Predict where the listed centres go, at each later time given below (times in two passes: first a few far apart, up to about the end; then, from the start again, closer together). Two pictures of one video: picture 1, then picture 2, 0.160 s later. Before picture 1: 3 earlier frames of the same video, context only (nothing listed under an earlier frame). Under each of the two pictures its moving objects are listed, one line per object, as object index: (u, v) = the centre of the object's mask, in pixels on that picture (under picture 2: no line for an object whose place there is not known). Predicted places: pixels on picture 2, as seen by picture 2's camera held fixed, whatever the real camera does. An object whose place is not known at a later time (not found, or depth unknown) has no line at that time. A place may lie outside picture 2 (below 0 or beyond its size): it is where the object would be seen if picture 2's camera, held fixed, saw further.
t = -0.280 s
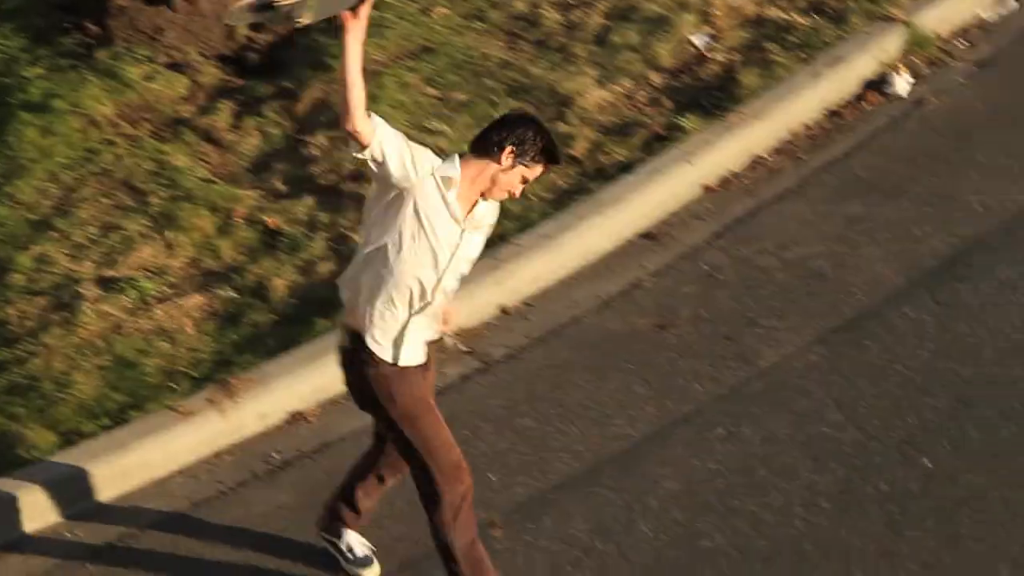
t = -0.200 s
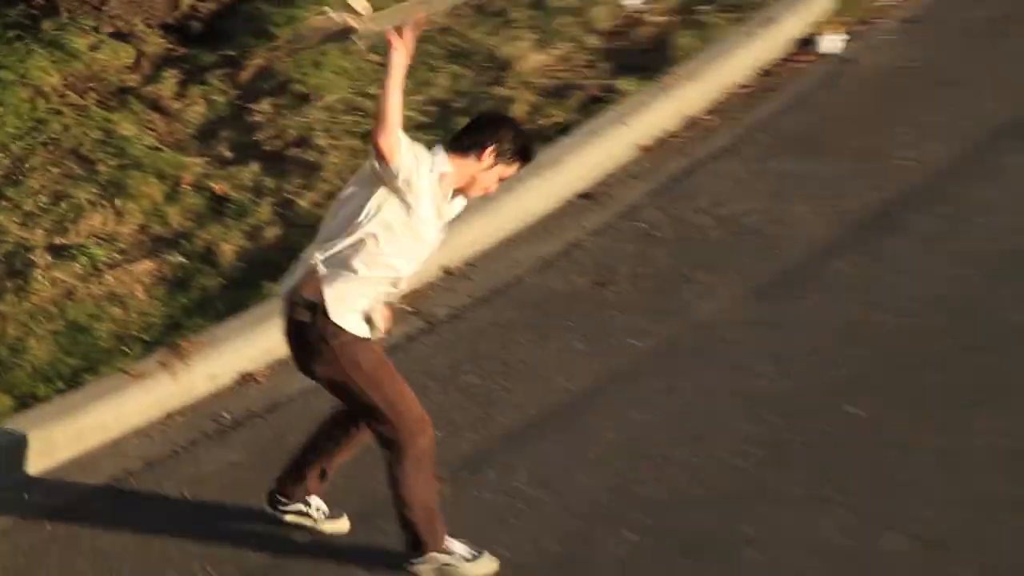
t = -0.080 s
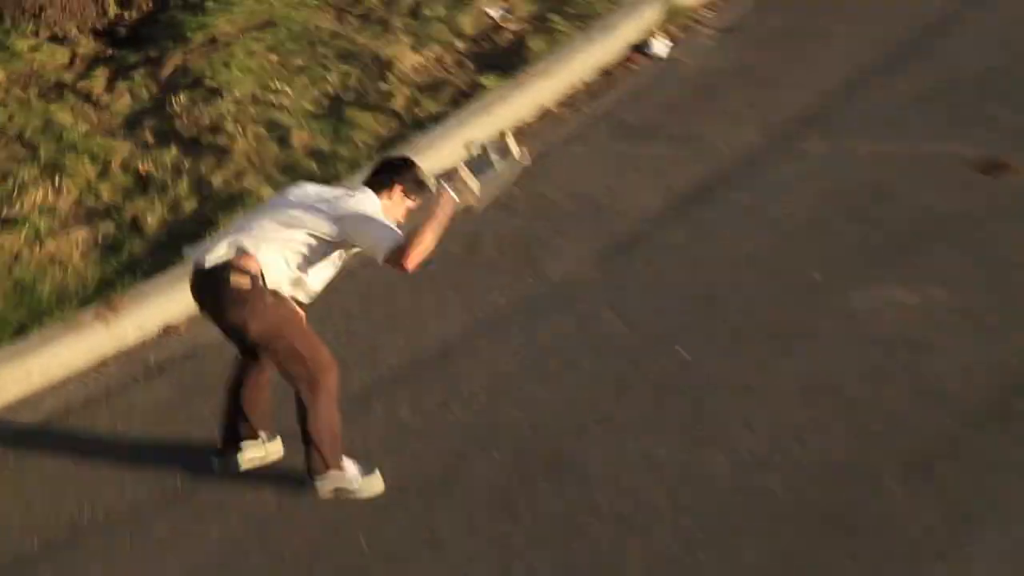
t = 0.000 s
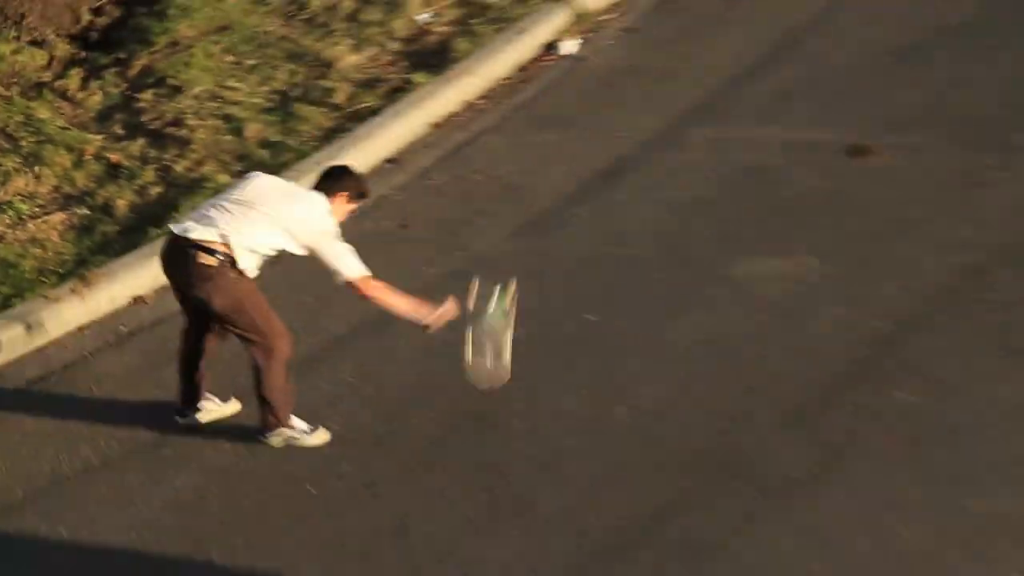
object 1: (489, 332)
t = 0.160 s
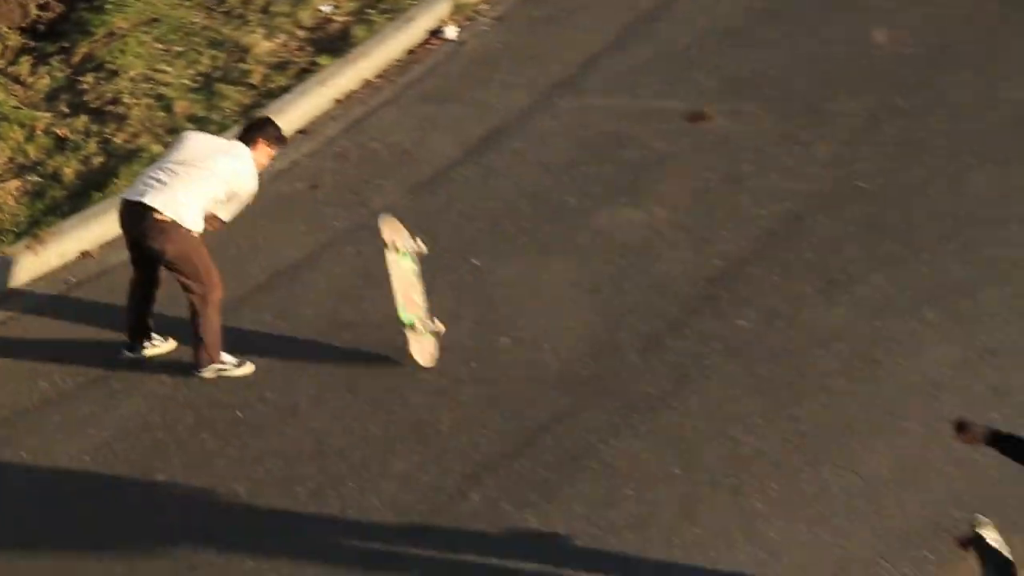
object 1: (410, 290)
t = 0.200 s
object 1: (408, 268)
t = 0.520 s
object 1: (410, 315)
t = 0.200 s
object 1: (408, 268)
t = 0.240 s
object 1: (408, 255)
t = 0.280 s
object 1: (407, 247)
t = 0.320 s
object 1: (407, 241)
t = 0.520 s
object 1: (410, 315)
